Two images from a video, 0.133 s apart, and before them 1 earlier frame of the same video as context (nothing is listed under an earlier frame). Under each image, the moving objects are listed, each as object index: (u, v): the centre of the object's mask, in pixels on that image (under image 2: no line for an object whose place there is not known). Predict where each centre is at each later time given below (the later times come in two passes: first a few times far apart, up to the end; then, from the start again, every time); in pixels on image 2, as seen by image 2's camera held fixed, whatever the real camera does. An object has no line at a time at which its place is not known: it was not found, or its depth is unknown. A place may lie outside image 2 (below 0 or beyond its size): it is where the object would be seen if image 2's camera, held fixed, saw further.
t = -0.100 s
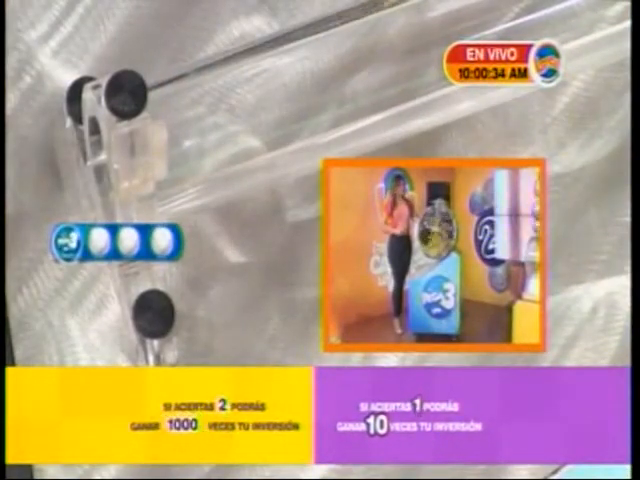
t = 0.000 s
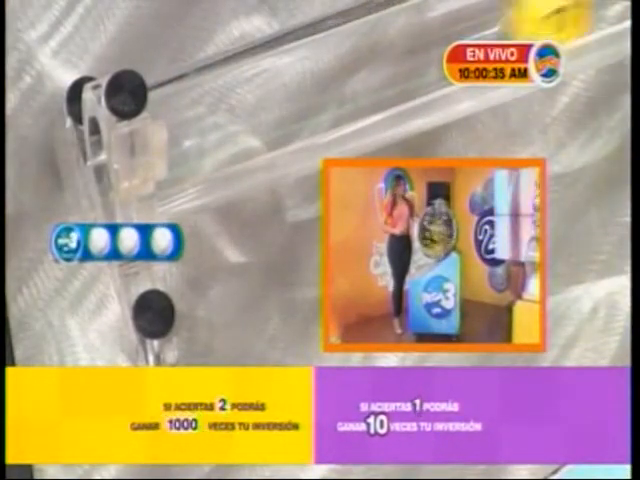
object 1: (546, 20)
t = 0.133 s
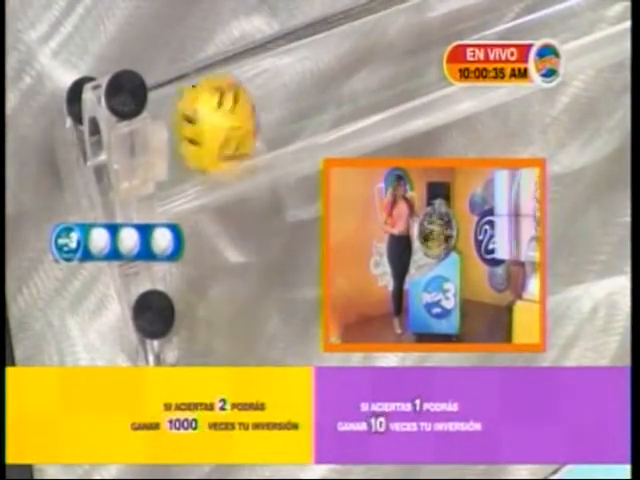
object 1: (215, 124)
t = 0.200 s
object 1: (230, 120)
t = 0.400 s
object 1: (197, 134)
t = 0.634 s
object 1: (197, 135)
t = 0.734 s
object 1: (197, 135)
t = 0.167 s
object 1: (225, 120)
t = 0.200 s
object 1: (230, 120)
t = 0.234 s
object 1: (228, 121)
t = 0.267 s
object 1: (220, 123)
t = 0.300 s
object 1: (209, 130)
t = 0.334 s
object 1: (198, 134)
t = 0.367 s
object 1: (197, 133)
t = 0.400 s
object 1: (197, 134)
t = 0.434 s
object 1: (196, 135)
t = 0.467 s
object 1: (196, 135)
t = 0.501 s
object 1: (197, 135)
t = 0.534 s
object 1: (197, 135)
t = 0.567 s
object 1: (197, 136)
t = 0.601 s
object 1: (197, 134)
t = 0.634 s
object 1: (197, 135)
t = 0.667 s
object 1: (197, 135)
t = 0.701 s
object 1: (197, 135)
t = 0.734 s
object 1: (197, 135)
